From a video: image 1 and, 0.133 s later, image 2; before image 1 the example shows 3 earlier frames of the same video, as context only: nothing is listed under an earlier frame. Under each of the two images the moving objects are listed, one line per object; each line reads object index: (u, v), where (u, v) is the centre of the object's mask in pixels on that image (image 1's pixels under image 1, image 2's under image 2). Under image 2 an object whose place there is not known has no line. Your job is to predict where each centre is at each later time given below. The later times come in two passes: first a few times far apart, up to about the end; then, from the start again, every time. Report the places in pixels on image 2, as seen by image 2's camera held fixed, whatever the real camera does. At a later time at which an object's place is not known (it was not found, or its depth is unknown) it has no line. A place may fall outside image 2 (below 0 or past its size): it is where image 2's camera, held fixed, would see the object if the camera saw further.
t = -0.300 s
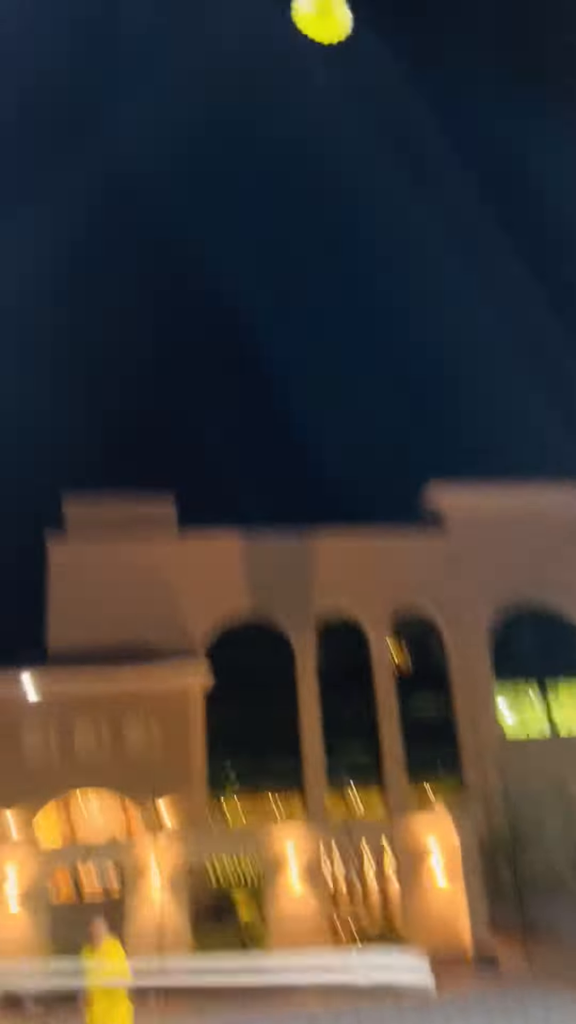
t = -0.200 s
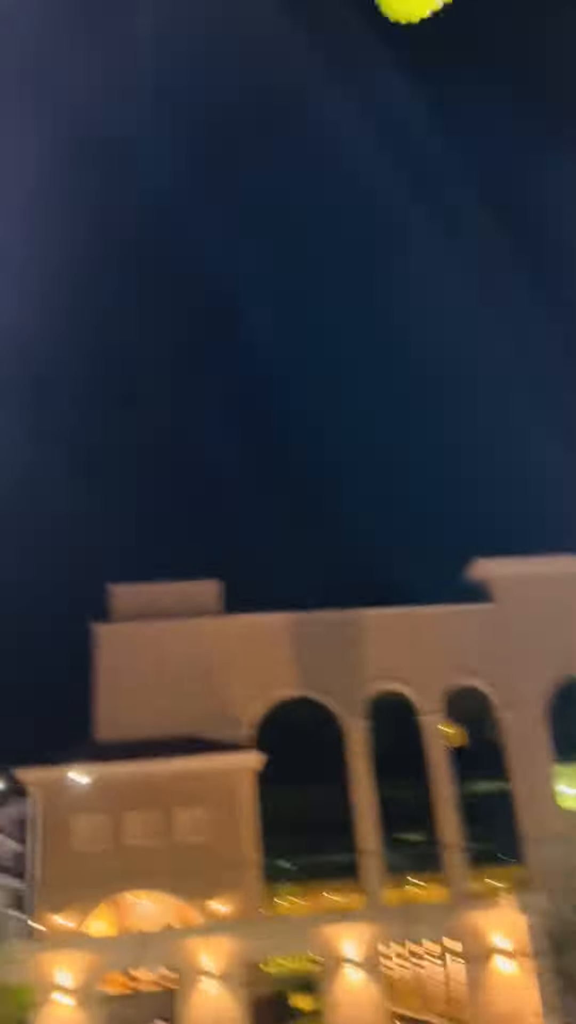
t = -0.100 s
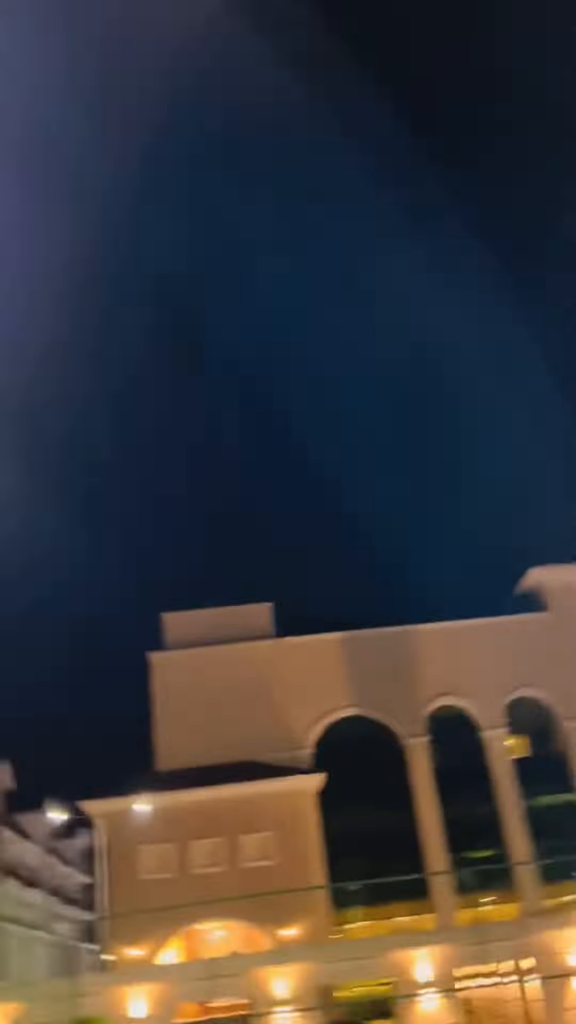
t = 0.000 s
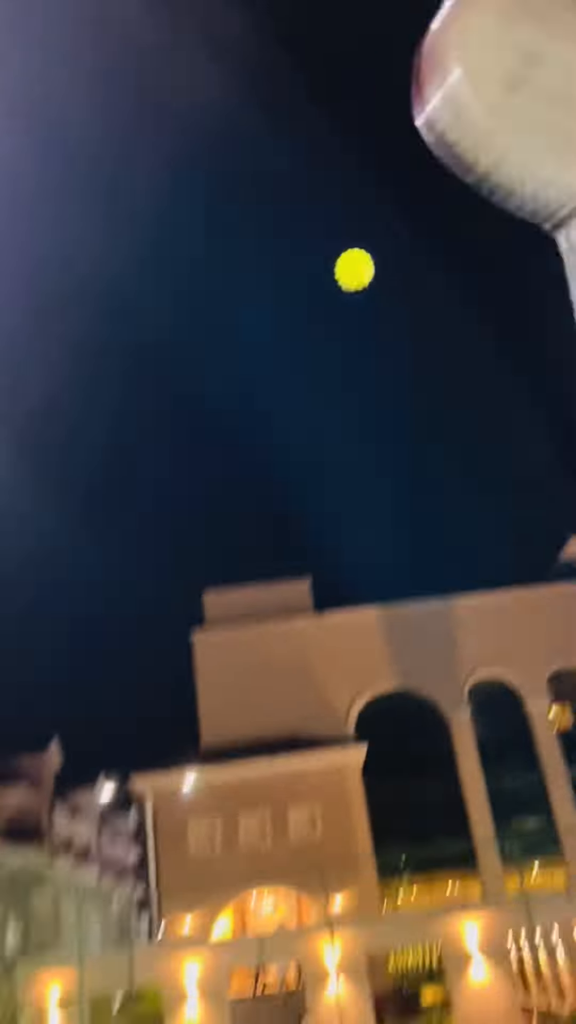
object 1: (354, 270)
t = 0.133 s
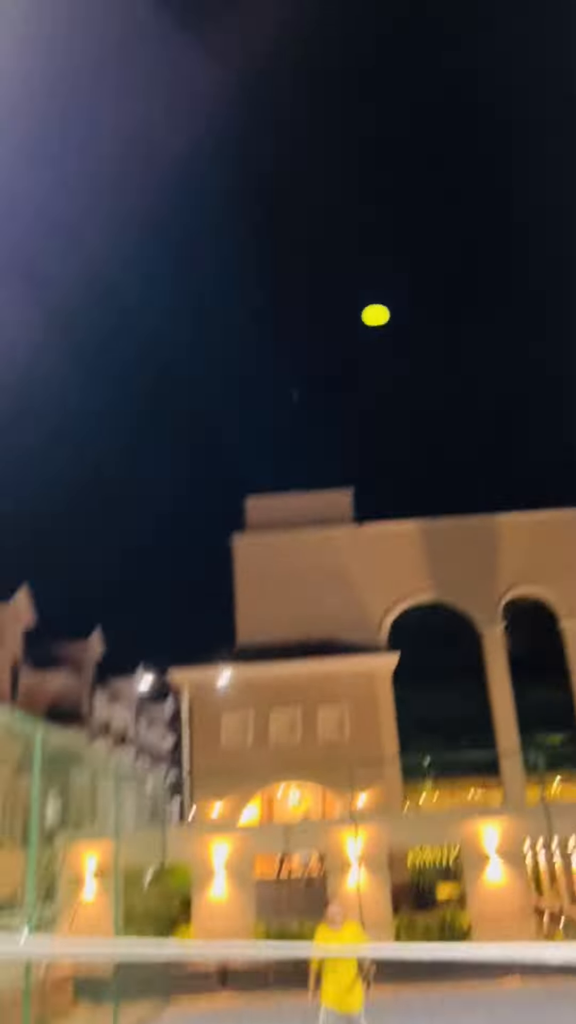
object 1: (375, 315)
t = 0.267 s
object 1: (372, 387)
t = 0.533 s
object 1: (374, 507)
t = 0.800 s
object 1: (374, 650)
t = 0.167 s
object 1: (374, 334)
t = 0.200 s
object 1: (374, 352)
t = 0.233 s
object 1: (373, 371)
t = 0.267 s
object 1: (372, 387)
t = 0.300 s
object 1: (372, 402)
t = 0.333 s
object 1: (371, 417)
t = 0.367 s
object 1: (371, 431)
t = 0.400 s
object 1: (371, 446)
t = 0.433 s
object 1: (372, 461)
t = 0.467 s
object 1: (373, 476)
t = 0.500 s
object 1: (374, 492)
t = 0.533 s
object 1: (374, 507)
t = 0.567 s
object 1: (373, 524)
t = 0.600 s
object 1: (373, 541)
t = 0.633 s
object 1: (373, 559)
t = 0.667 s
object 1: (373, 577)
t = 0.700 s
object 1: (372, 596)
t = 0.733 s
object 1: (372, 614)
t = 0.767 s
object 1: (373, 632)
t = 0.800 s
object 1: (374, 650)
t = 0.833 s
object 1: (373, 672)
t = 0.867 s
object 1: (375, 689)
